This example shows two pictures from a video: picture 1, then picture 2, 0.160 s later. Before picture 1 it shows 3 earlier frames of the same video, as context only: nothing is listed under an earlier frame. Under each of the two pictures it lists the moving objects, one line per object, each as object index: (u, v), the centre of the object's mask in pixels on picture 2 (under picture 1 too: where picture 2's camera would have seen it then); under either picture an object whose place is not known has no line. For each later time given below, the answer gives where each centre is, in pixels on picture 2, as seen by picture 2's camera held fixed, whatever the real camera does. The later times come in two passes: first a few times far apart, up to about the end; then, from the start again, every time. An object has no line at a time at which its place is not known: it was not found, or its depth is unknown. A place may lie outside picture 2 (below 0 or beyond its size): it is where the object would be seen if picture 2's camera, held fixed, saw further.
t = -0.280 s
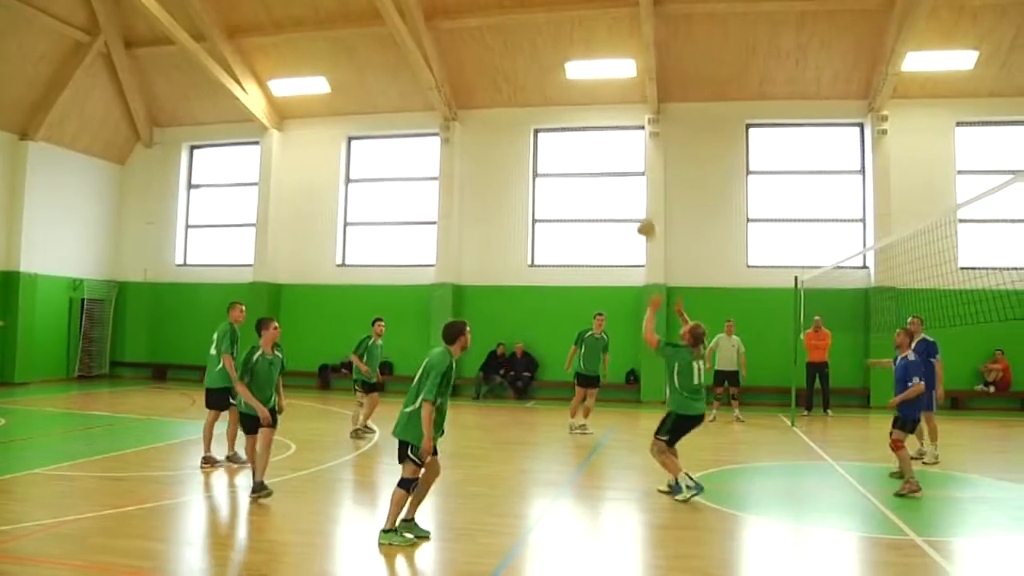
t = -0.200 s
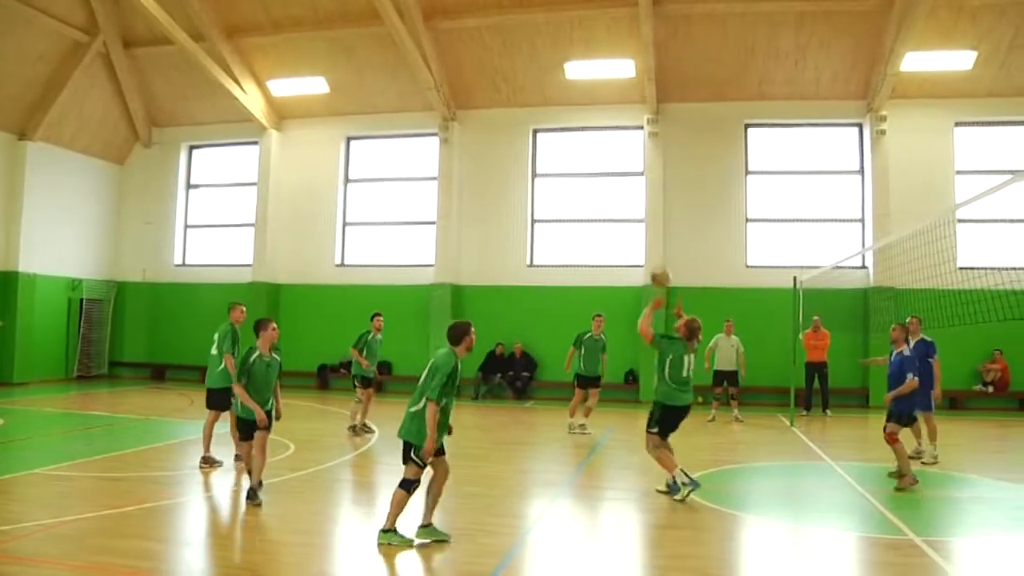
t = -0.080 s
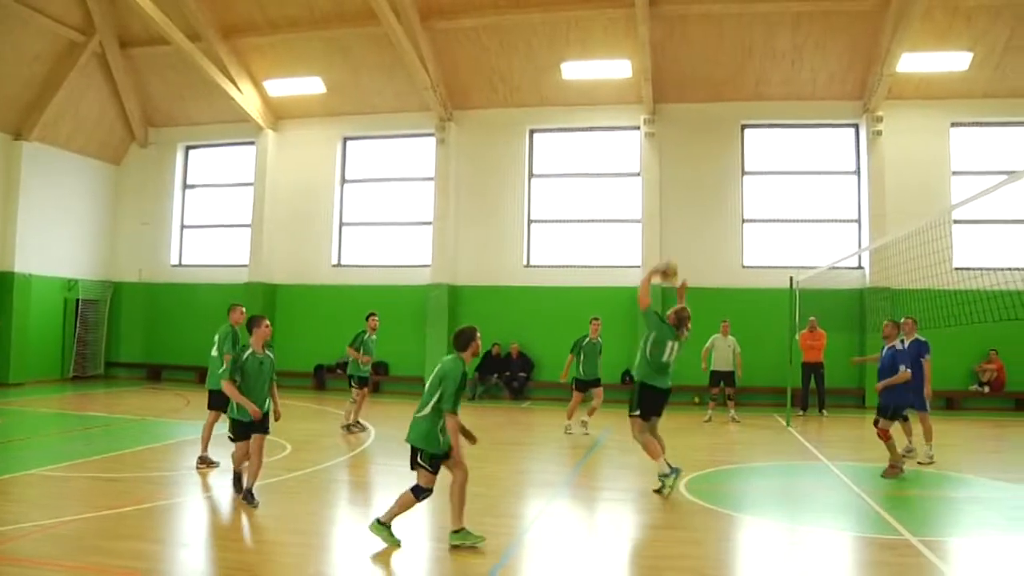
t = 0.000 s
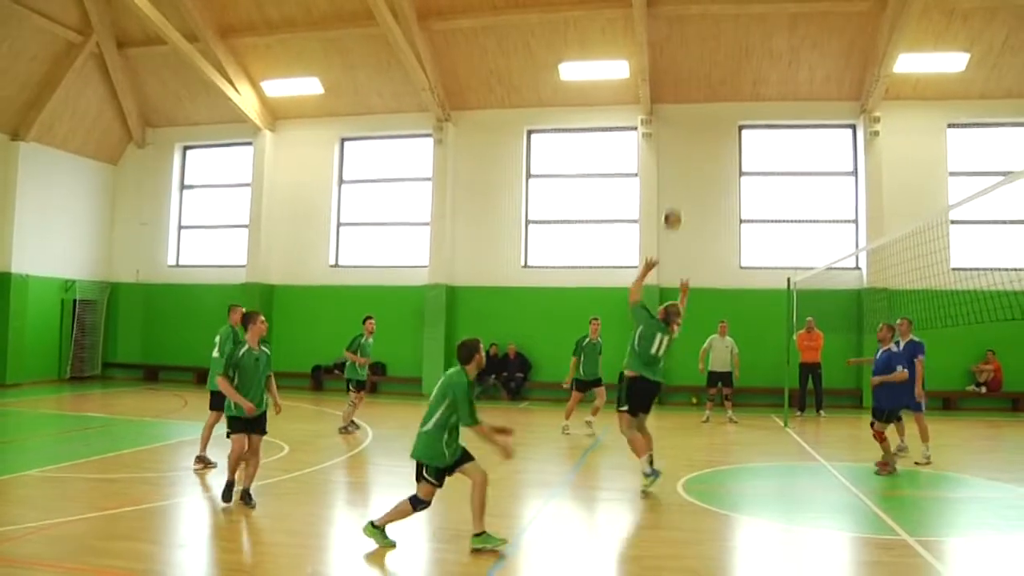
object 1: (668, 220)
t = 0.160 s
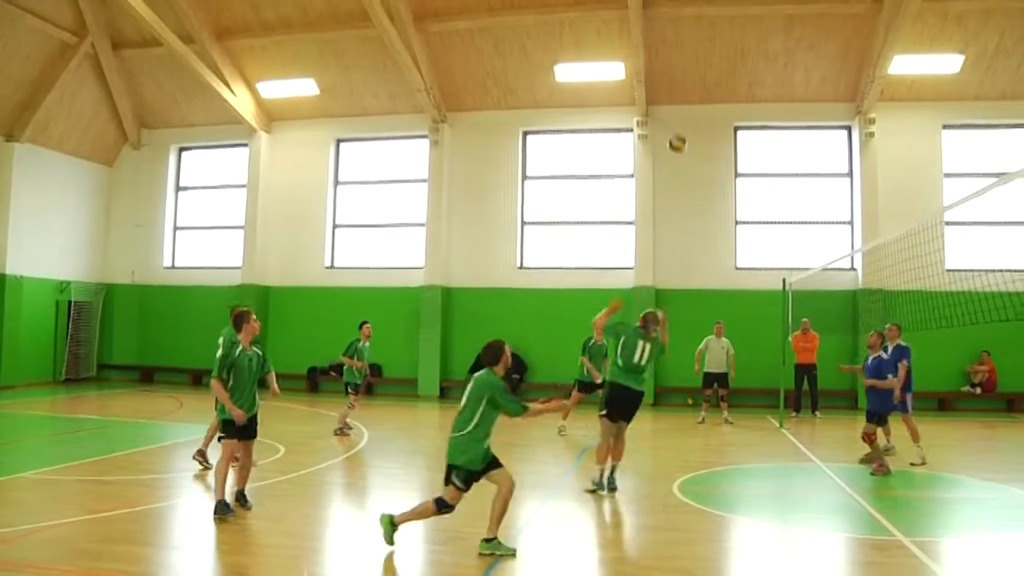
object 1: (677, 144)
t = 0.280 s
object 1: (682, 108)
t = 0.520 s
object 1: (692, 80)
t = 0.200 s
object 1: (679, 130)
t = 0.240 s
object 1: (681, 118)
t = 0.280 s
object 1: (682, 108)
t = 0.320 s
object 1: (684, 99)
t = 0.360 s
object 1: (685, 93)
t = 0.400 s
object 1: (687, 87)
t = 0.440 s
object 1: (688, 84)
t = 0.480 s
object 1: (690, 81)
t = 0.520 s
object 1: (692, 80)
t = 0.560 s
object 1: (693, 80)
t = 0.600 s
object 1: (694, 80)
